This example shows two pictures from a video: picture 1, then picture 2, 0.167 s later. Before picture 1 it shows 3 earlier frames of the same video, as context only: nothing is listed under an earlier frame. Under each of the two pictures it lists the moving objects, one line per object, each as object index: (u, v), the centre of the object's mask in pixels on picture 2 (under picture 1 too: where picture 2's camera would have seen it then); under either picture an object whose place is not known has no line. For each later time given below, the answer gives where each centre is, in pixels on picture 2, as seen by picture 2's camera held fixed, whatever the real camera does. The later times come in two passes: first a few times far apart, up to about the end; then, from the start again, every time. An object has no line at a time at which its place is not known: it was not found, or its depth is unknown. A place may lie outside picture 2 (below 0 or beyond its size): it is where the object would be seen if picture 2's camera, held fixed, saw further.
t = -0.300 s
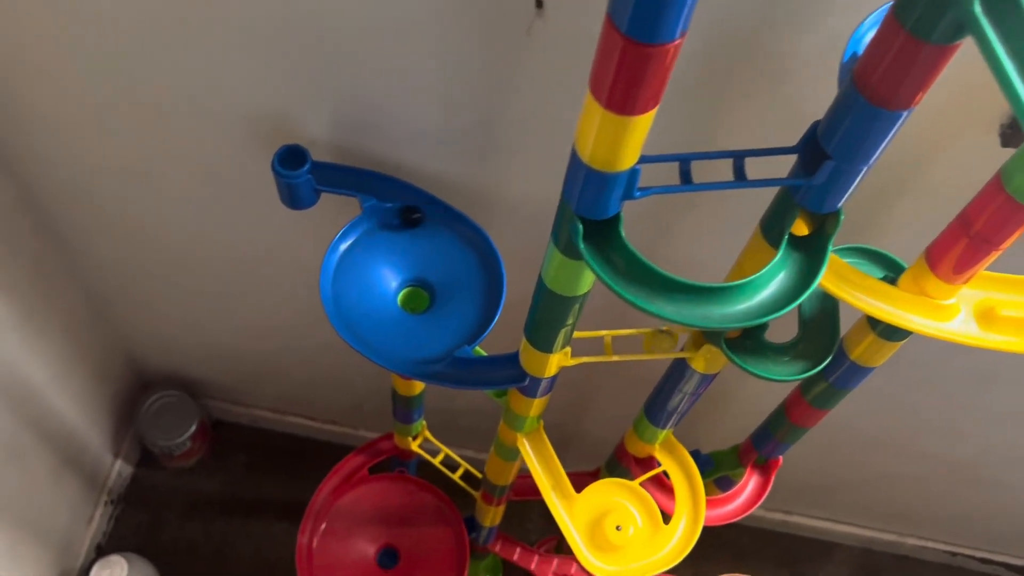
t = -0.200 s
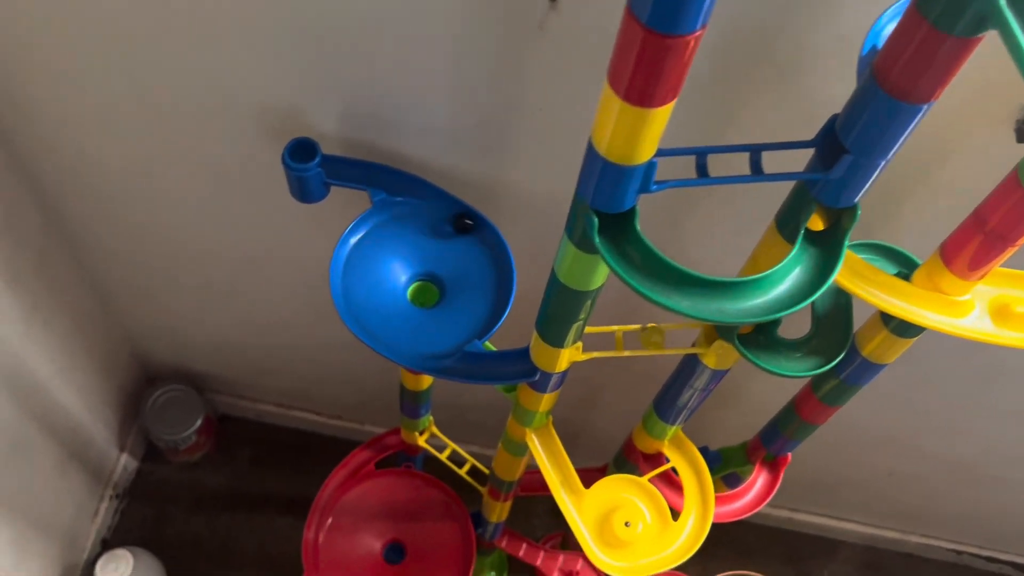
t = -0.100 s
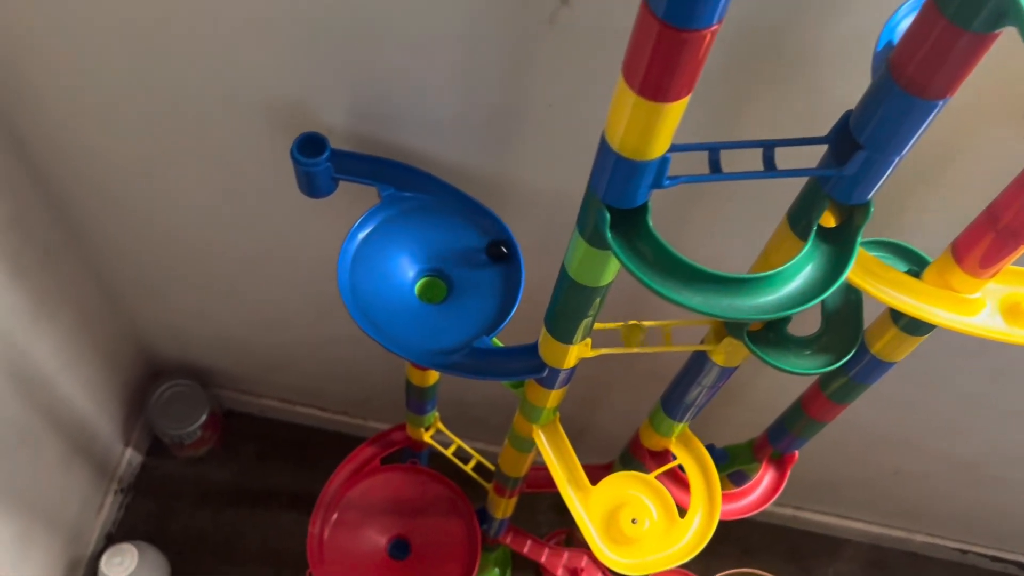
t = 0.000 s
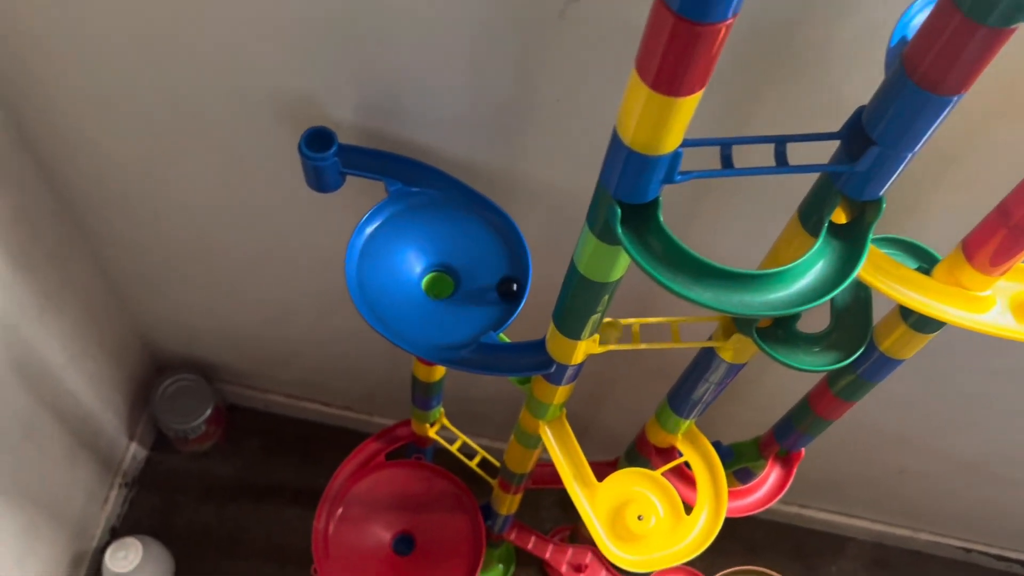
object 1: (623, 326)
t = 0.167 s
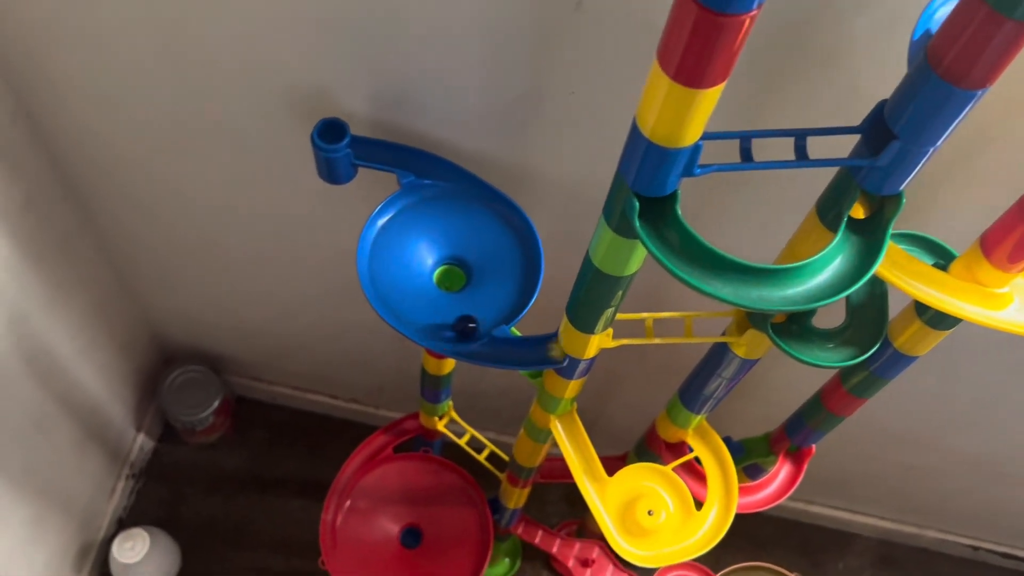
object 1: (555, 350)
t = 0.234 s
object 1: (511, 352)
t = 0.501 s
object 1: (373, 265)
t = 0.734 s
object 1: (430, 204)
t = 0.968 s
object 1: (504, 258)
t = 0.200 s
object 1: (537, 353)
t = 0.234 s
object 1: (511, 352)
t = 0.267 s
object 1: (483, 349)
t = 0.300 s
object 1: (456, 342)
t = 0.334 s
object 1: (429, 331)
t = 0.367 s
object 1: (403, 314)
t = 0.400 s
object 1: (391, 304)
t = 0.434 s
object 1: (381, 292)
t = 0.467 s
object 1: (375, 279)
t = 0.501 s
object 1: (373, 265)
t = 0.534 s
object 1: (374, 253)
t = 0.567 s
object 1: (377, 240)
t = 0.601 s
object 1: (384, 229)
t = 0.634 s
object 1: (393, 220)
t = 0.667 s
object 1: (405, 213)
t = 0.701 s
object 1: (417, 207)
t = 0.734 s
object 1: (430, 204)
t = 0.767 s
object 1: (445, 204)
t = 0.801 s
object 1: (459, 206)
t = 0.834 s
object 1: (472, 212)
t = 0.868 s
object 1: (484, 220)
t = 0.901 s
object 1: (494, 230)
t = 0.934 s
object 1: (501, 244)
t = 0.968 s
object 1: (504, 258)
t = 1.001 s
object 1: (505, 273)
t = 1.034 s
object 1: (501, 287)
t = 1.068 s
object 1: (494, 300)
